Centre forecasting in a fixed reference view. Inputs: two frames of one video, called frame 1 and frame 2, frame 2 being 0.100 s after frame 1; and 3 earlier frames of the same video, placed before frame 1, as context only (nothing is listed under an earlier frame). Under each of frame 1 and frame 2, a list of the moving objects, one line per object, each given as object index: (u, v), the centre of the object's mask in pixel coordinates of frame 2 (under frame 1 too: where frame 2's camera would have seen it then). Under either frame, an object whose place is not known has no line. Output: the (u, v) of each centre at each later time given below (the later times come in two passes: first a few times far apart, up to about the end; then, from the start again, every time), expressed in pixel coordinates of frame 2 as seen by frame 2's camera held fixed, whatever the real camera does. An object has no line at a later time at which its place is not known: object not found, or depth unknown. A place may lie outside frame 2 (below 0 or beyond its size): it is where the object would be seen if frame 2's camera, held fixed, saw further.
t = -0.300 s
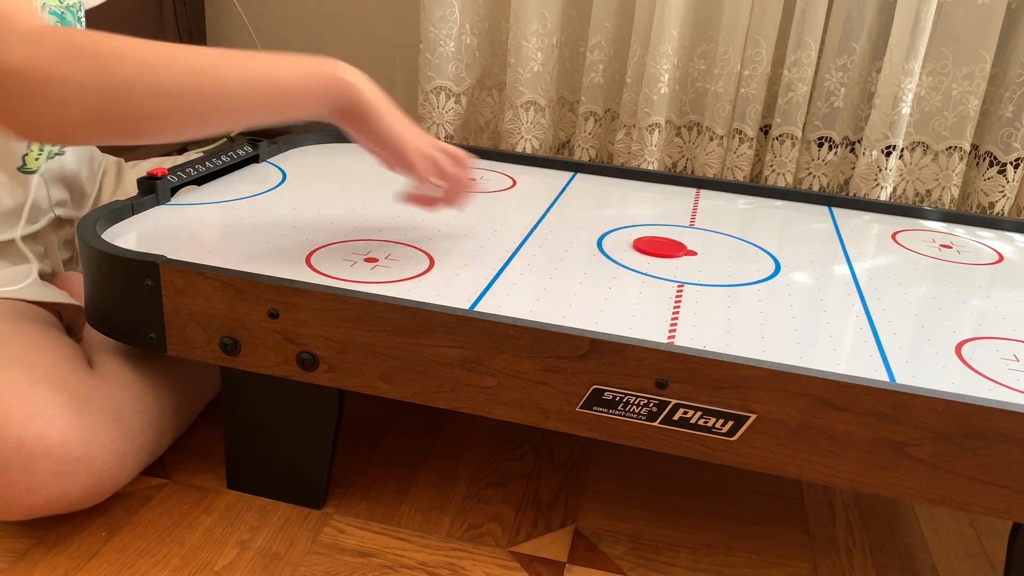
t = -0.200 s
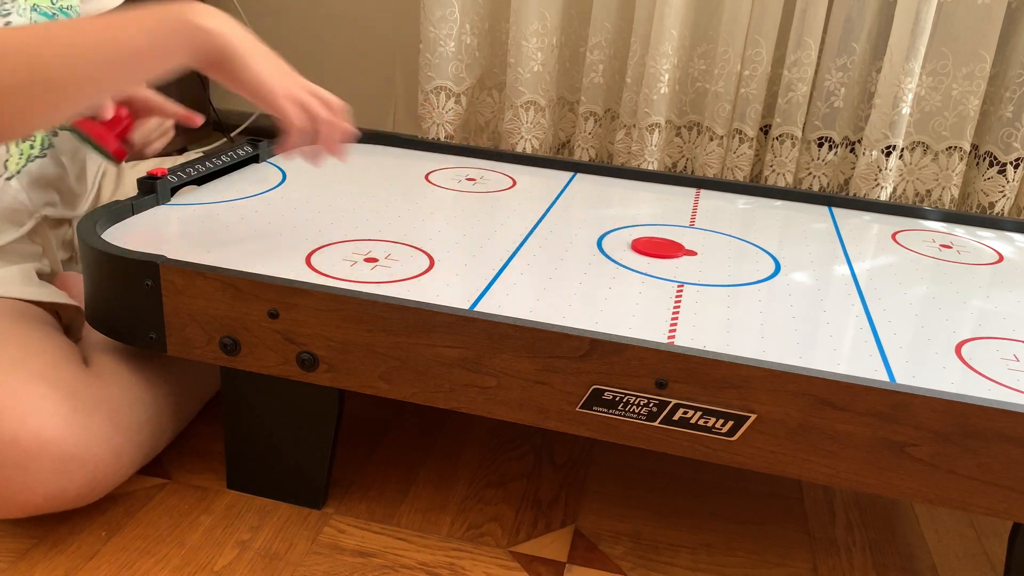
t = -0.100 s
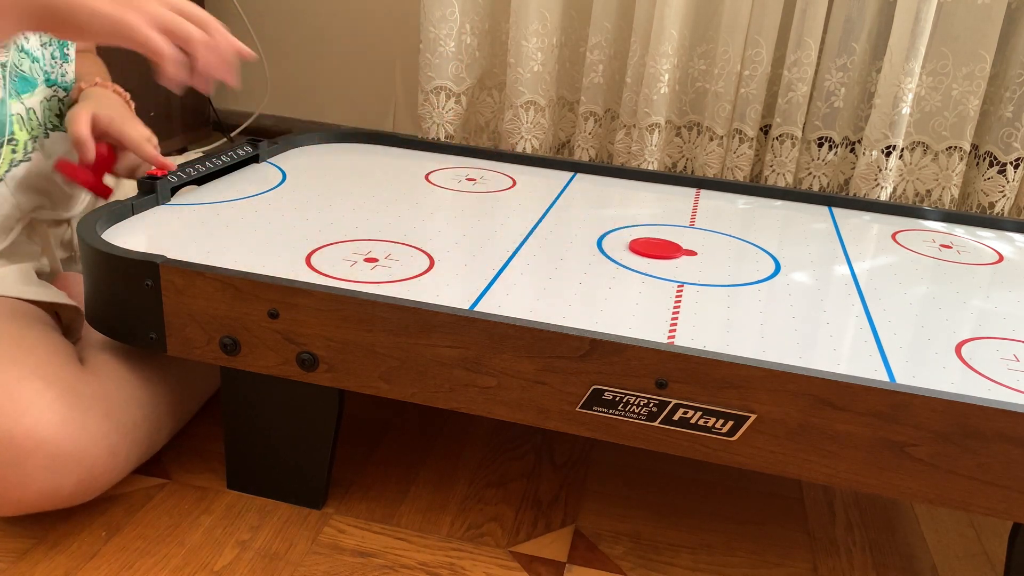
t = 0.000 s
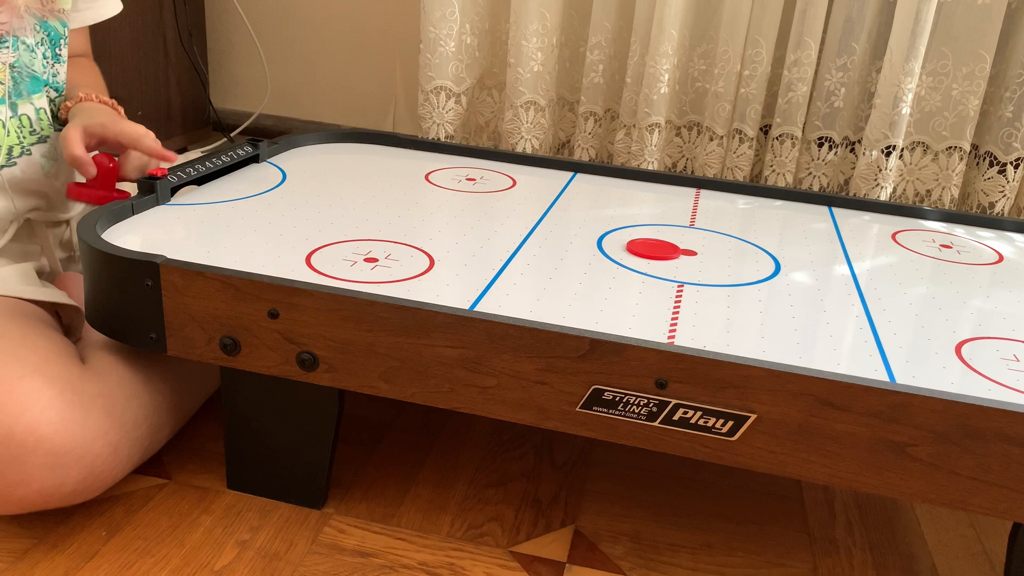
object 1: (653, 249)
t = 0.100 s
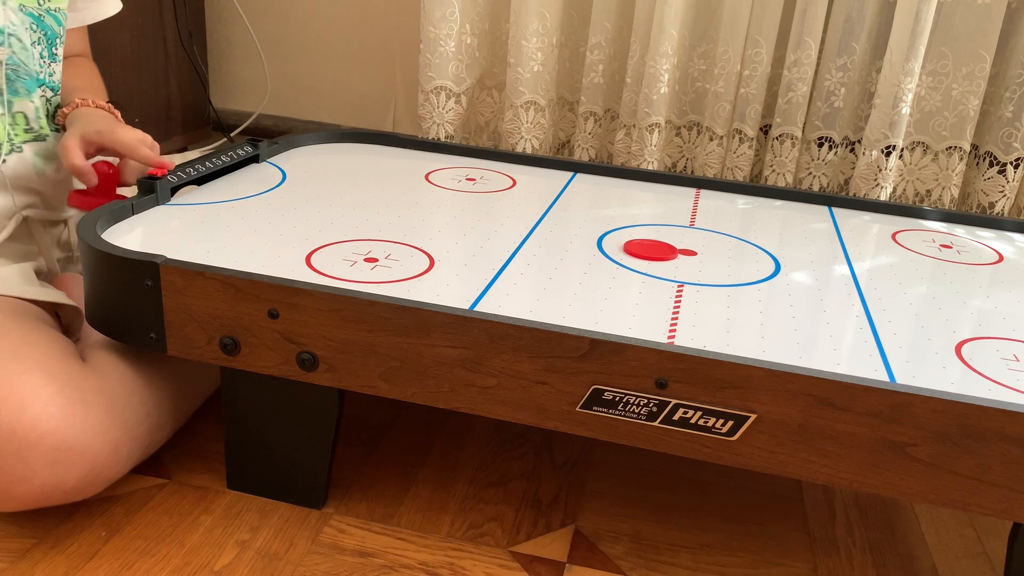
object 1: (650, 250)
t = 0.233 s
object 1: (646, 251)
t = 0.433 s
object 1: (639, 253)
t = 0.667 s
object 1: (628, 256)
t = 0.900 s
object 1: (615, 260)
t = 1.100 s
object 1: (602, 263)
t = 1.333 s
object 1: (585, 267)
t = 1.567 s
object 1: (565, 270)
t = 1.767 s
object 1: (547, 273)
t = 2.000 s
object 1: (522, 277)
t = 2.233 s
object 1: (493, 280)
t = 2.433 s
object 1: (467, 282)
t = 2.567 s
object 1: (449, 283)
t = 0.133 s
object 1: (649, 250)
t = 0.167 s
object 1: (648, 250)
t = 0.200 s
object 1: (647, 251)
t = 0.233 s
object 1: (646, 251)
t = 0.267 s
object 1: (645, 251)
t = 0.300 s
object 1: (644, 252)
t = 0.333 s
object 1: (643, 252)
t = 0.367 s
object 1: (641, 252)
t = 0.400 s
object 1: (640, 253)
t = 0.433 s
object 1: (639, 253)
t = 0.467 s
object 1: (637, 254)
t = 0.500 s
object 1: (636, 254)
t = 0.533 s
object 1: (634, 255)
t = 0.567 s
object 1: (633, 255)
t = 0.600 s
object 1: (631, 255)
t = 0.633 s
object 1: (630, 256)
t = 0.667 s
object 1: (628, 256)
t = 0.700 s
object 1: (626, 257)
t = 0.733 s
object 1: (624, 257)
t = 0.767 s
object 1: (623, 258)
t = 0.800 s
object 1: (621, 258)
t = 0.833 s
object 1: (619, 259)
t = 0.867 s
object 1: (617, 259)
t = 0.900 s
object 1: (615, 260)
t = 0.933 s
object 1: (613, 260)
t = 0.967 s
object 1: (611, 261)
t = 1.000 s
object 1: (609, 261)
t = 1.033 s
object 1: (606, 262)
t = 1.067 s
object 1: (604, 263)
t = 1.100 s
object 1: (602, 263)
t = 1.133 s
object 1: (599, 264)
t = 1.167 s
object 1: (597, 264)
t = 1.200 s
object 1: (595, 265)
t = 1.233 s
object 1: (592, 265)
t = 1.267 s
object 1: (590, 266)
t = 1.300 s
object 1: (587, 266)
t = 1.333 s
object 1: (585, 267)
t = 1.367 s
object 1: (582, 267)
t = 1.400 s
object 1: (579, 268)
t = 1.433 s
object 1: (577, 268)
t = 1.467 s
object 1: (574, 269)
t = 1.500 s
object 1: (571, 269)
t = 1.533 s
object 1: (568, 270)
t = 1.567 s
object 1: (565, 270)
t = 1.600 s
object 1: (562, 271)
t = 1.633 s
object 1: (560, 271)
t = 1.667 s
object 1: (557, 272)
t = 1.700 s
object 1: (554, 272)
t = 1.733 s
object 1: (550, 273)
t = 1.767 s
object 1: (547, 273)
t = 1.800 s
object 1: (544, 274)
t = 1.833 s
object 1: (540, 274)
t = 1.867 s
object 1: (537, 275)
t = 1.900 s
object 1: (534, 275)
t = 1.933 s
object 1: (530, 276)
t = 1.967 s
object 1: (526, 276)
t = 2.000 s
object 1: (522, 277)
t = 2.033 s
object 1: (518, 277)
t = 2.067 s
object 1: (514, 278)
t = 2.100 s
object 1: (510, 278)
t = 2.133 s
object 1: (506, 279)
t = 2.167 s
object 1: (502, 279)
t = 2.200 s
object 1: (498, 280)
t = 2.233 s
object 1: (493, 280)
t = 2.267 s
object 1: (489, 280)
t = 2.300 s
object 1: (485, 281)
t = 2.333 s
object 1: (480, 281)
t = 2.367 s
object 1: (476, 282)
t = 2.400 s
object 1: (472, 282)
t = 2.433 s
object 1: (467, 282)
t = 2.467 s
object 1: (463, 282)
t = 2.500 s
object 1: (458, 283)
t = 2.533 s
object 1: (454, 283)
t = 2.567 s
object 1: (449, 283)
